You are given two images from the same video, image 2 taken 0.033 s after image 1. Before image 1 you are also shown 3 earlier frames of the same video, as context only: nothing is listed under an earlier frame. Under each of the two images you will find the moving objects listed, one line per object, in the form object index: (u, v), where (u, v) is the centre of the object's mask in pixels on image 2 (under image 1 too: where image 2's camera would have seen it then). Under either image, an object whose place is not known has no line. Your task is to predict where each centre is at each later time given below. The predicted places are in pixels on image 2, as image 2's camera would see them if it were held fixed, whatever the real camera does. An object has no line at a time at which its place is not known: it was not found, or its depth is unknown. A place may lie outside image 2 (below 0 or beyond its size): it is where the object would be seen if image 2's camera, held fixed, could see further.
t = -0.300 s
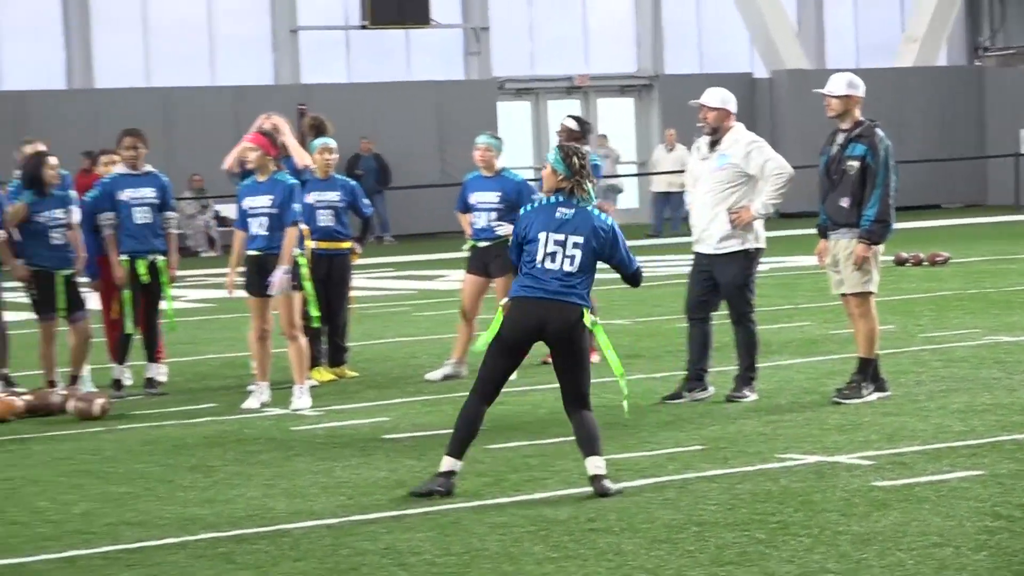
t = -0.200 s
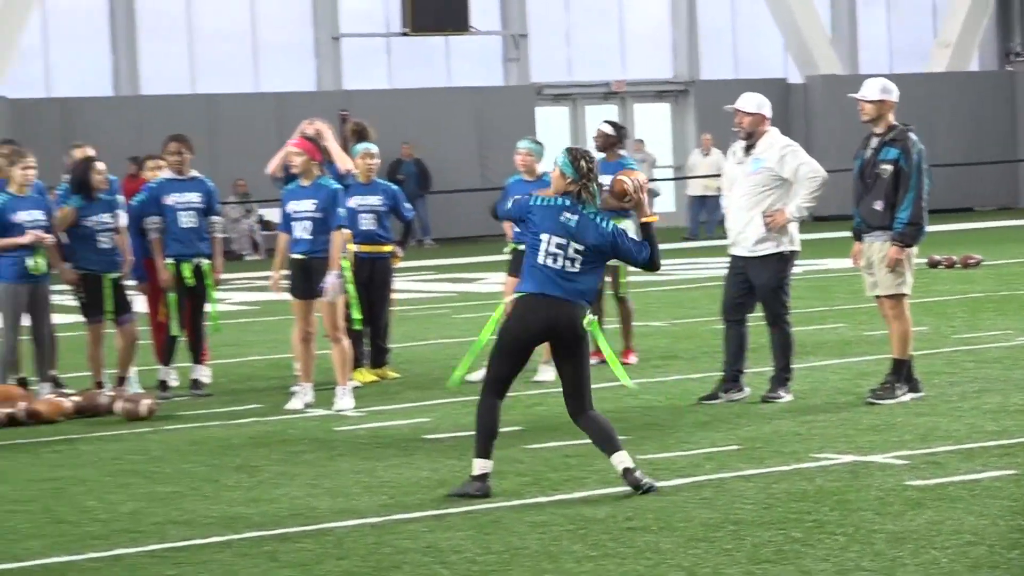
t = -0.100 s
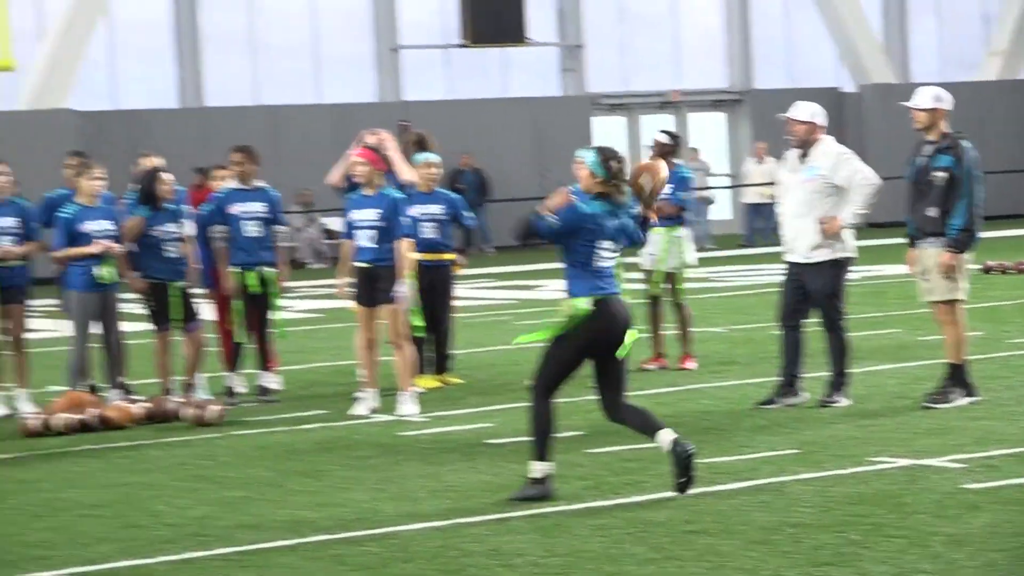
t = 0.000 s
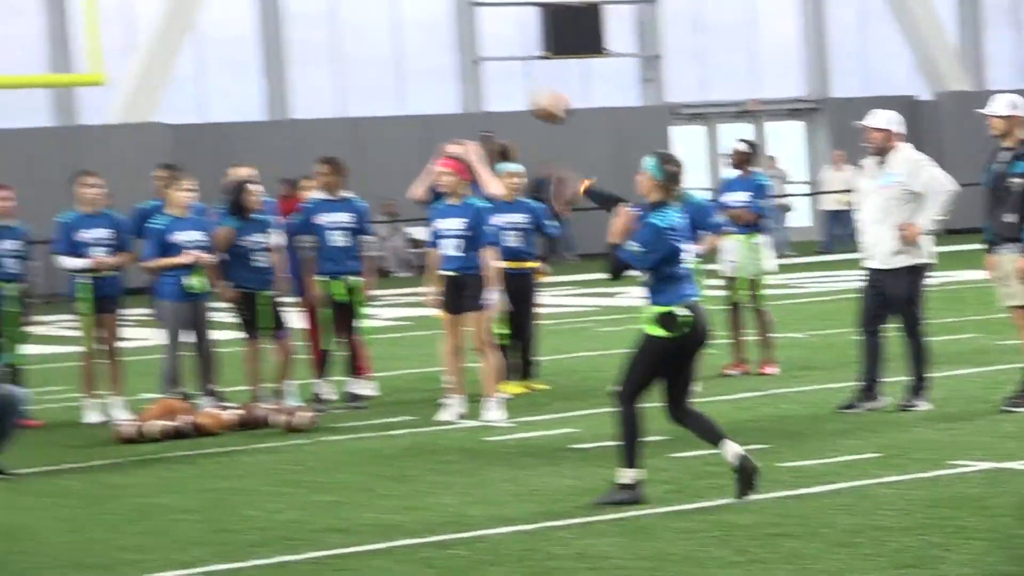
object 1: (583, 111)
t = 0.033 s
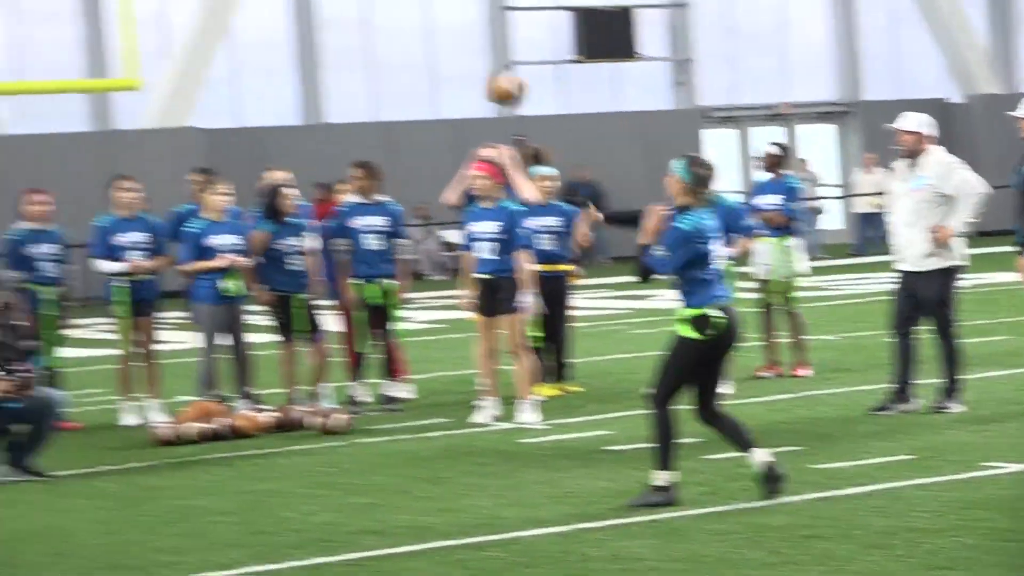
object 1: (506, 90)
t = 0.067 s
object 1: (432, 71)
